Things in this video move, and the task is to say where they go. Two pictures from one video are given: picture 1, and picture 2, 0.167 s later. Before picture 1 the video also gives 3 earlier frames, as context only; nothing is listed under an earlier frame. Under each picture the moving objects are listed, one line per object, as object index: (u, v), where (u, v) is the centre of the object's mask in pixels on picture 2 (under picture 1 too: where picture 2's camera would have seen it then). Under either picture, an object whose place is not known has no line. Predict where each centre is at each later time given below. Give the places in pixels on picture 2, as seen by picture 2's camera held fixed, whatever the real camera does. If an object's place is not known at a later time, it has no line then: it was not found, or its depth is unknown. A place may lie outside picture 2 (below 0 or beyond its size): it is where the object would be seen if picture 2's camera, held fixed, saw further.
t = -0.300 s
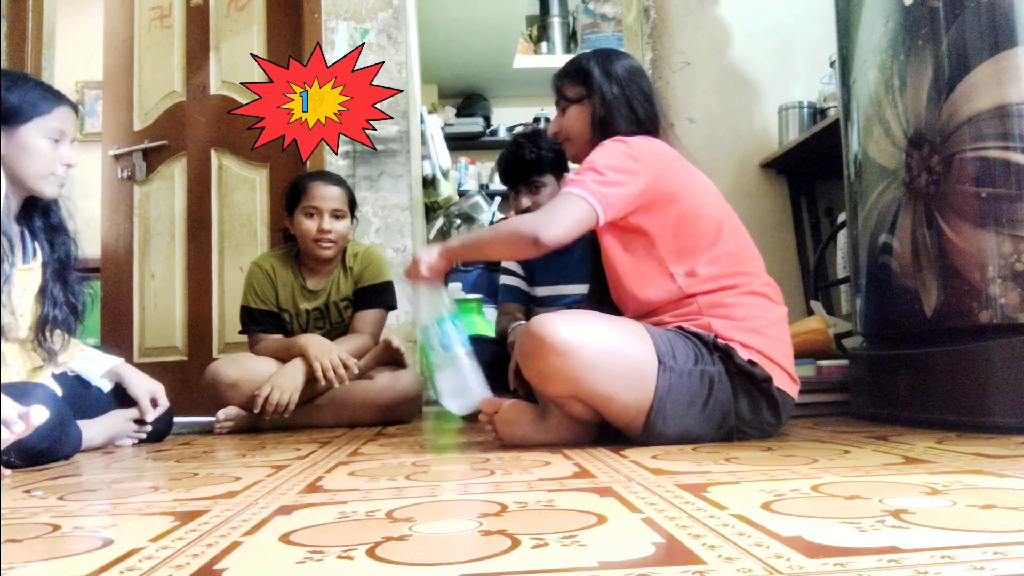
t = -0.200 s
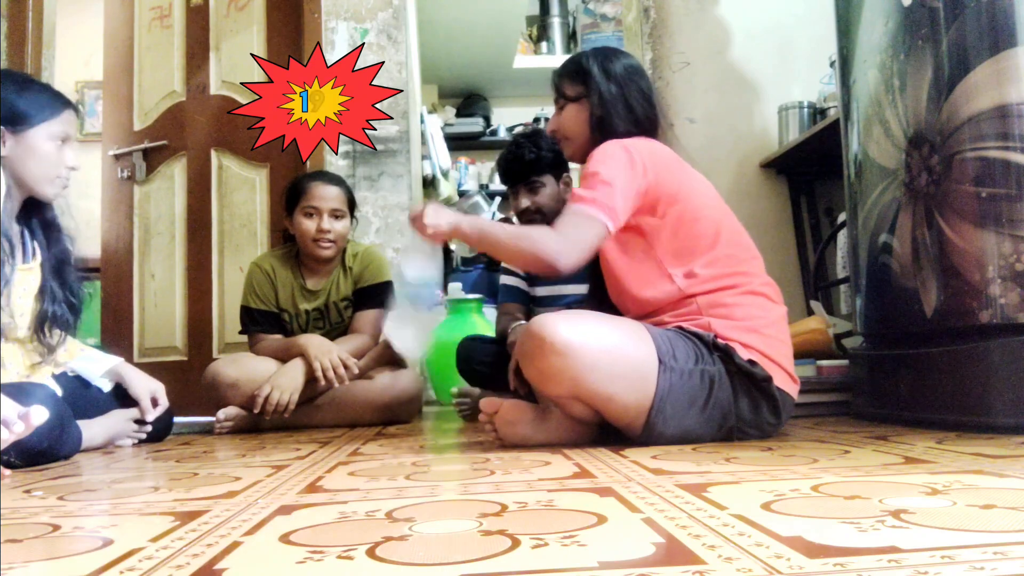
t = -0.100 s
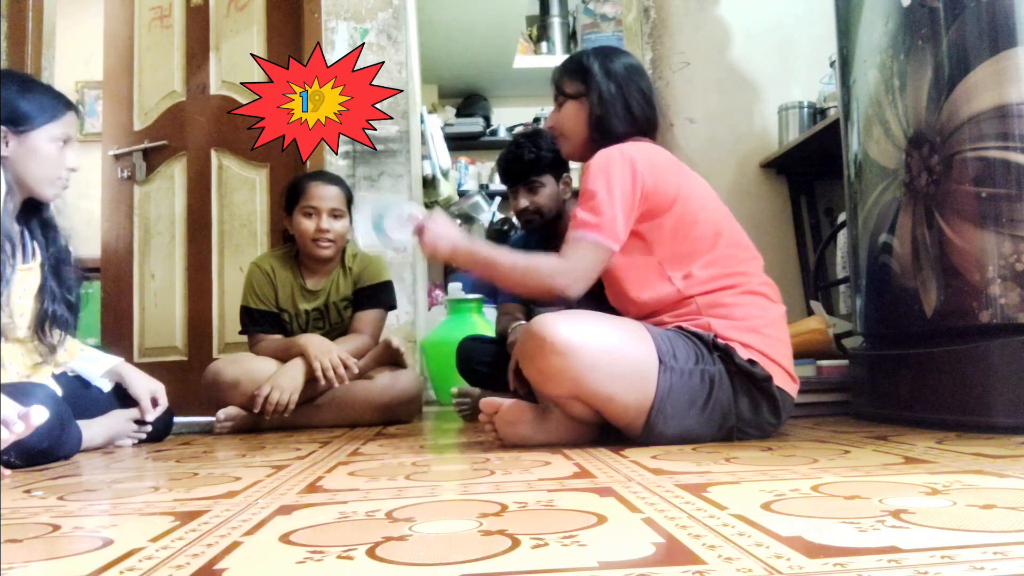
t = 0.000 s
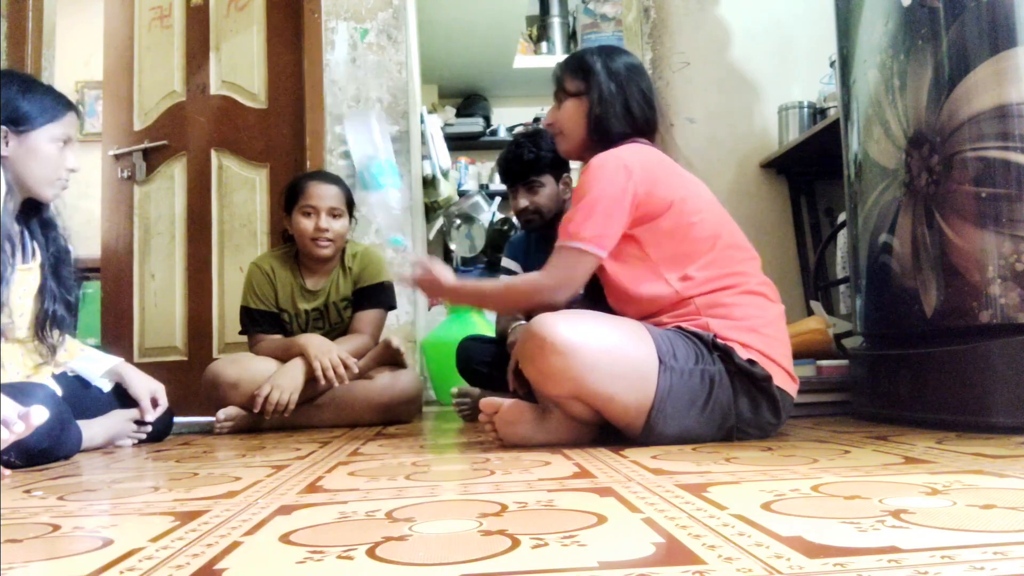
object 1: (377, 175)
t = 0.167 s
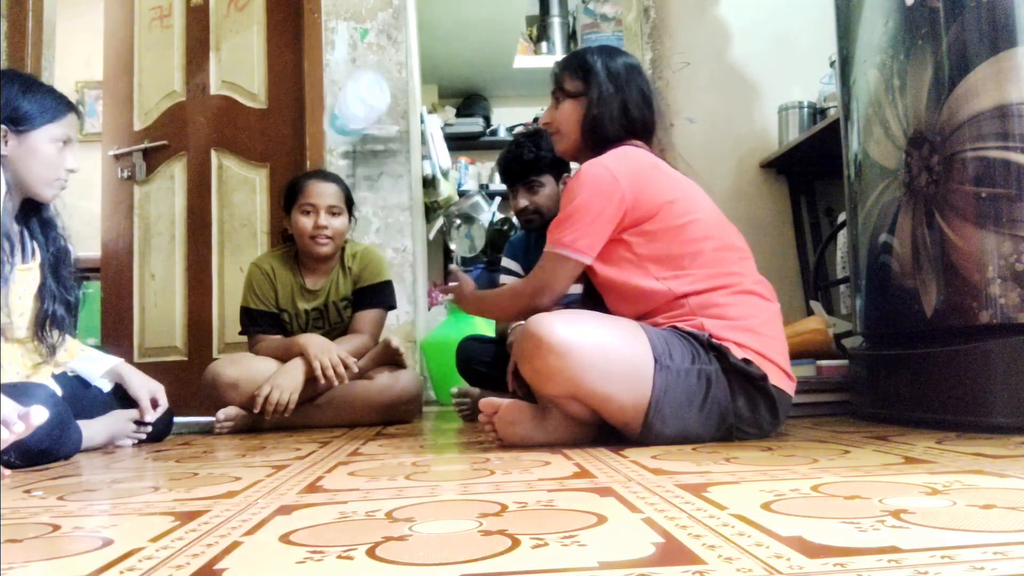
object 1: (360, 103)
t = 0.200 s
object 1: (360, 113)
